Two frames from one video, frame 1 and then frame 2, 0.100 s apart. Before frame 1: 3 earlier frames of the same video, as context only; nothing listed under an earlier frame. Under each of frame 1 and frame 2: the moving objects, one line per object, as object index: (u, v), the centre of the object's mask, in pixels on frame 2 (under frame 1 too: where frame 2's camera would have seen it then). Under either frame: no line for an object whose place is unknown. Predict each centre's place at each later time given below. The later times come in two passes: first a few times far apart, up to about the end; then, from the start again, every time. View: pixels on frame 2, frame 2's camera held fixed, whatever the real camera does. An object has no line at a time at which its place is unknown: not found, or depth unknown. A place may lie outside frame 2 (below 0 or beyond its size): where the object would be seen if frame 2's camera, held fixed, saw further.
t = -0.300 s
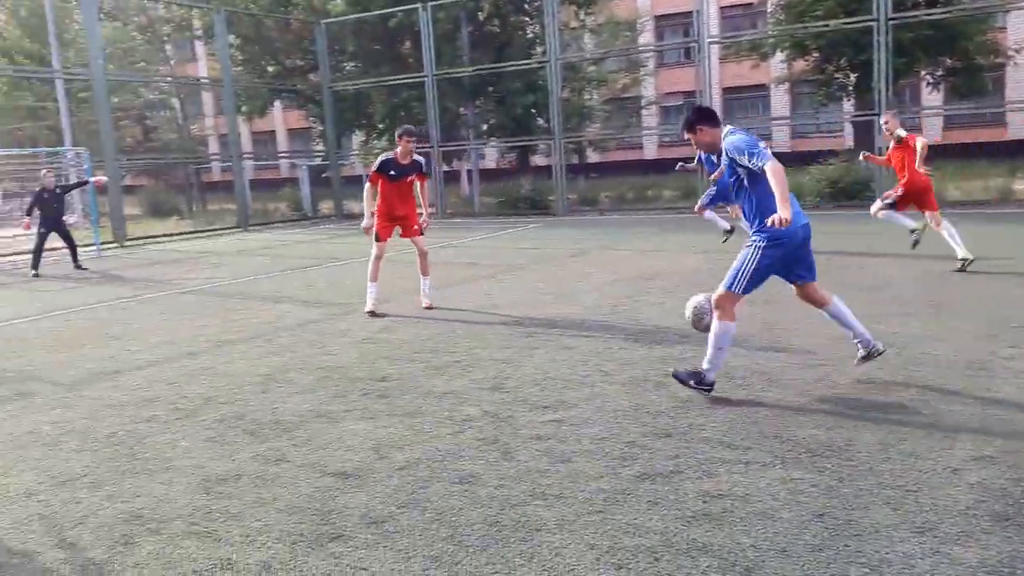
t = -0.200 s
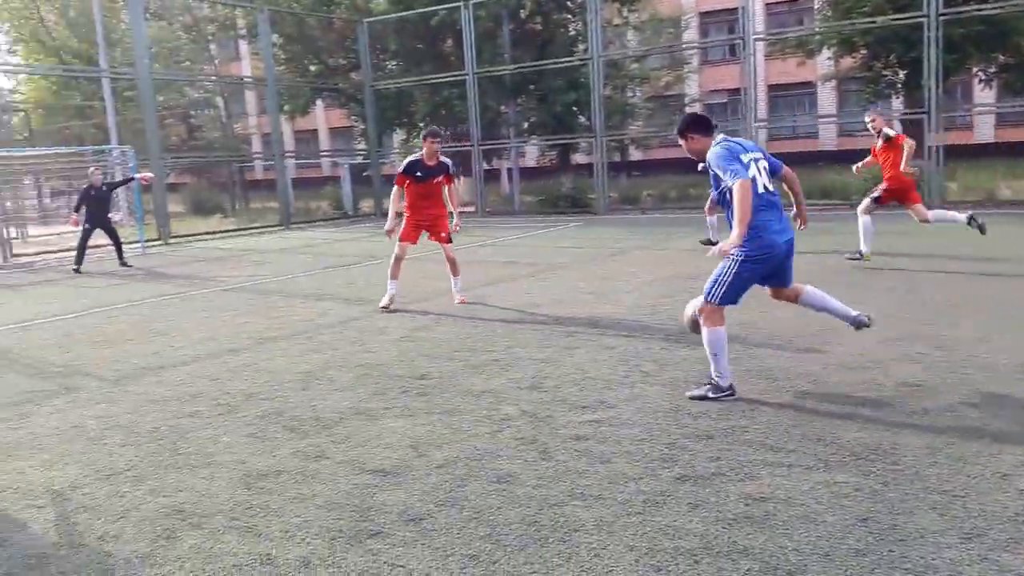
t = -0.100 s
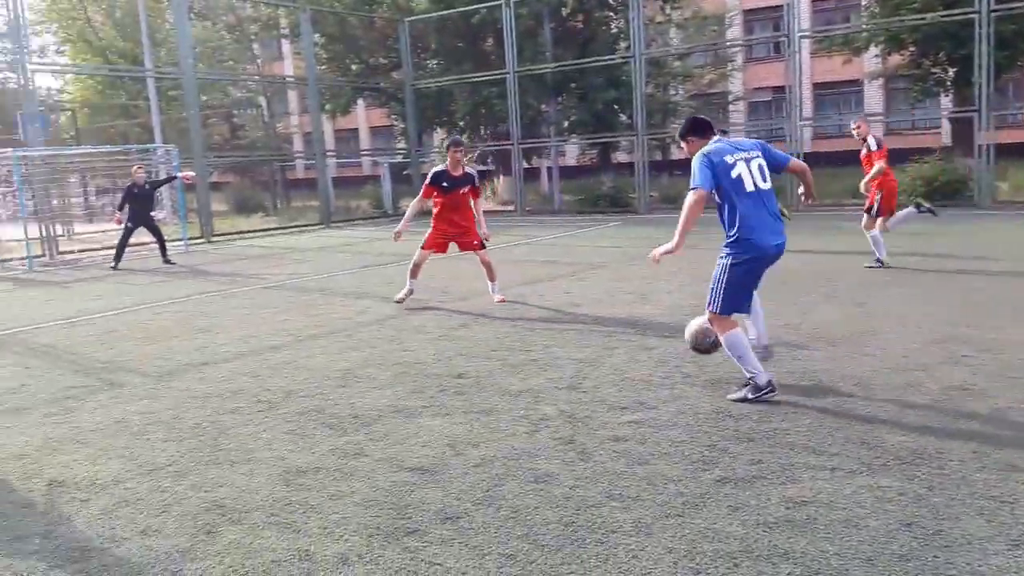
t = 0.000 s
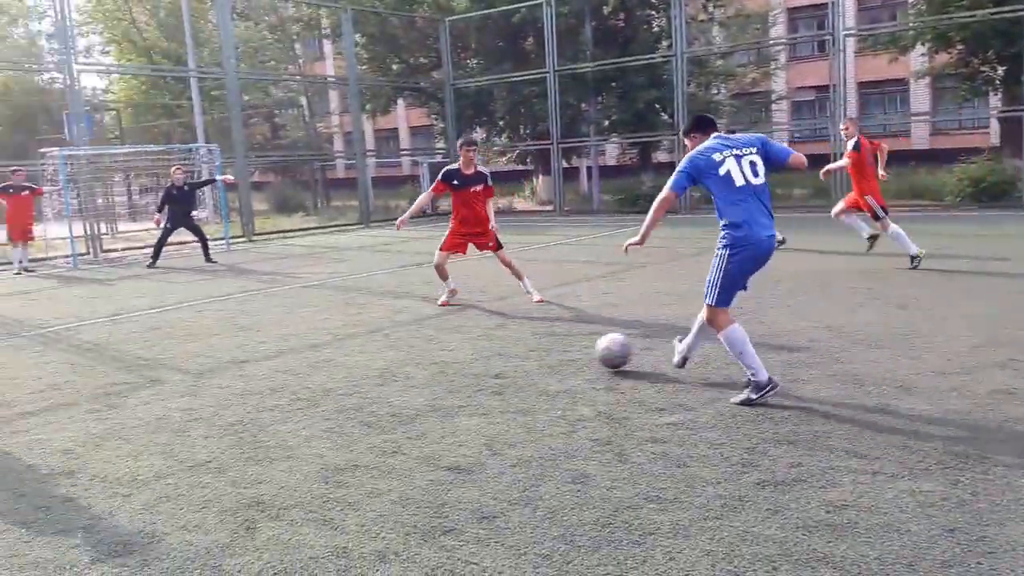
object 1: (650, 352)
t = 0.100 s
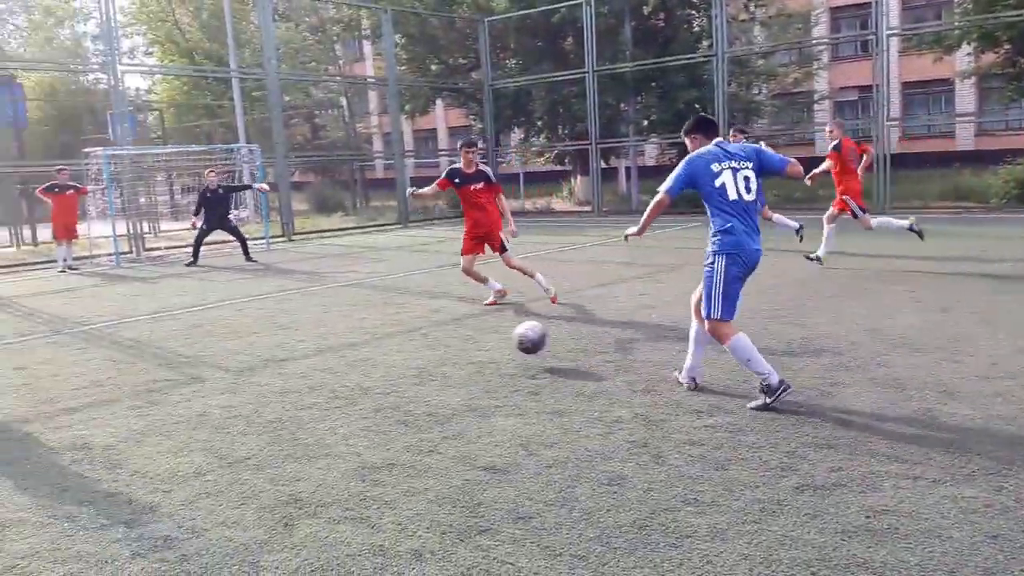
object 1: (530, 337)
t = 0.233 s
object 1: (400, 329)
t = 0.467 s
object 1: (230, 326)
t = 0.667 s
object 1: (120, 332)
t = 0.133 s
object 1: (496, 333)
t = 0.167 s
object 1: (463, 330)
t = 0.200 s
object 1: (432, 328)
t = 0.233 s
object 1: (400, 329)
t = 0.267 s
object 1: (371, 331)
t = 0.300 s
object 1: (342, 335)
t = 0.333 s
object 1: (315, 341)
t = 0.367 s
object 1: (291, 337)
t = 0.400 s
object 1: (270, 332)
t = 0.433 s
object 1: (249, 329)
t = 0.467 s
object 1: (230, 326)
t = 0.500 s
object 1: (211, 325)
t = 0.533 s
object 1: (191, 325)
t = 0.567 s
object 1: (173, 328)
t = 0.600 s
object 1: (156, 331)
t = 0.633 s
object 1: (138, 335)
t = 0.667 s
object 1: (120, 332)
